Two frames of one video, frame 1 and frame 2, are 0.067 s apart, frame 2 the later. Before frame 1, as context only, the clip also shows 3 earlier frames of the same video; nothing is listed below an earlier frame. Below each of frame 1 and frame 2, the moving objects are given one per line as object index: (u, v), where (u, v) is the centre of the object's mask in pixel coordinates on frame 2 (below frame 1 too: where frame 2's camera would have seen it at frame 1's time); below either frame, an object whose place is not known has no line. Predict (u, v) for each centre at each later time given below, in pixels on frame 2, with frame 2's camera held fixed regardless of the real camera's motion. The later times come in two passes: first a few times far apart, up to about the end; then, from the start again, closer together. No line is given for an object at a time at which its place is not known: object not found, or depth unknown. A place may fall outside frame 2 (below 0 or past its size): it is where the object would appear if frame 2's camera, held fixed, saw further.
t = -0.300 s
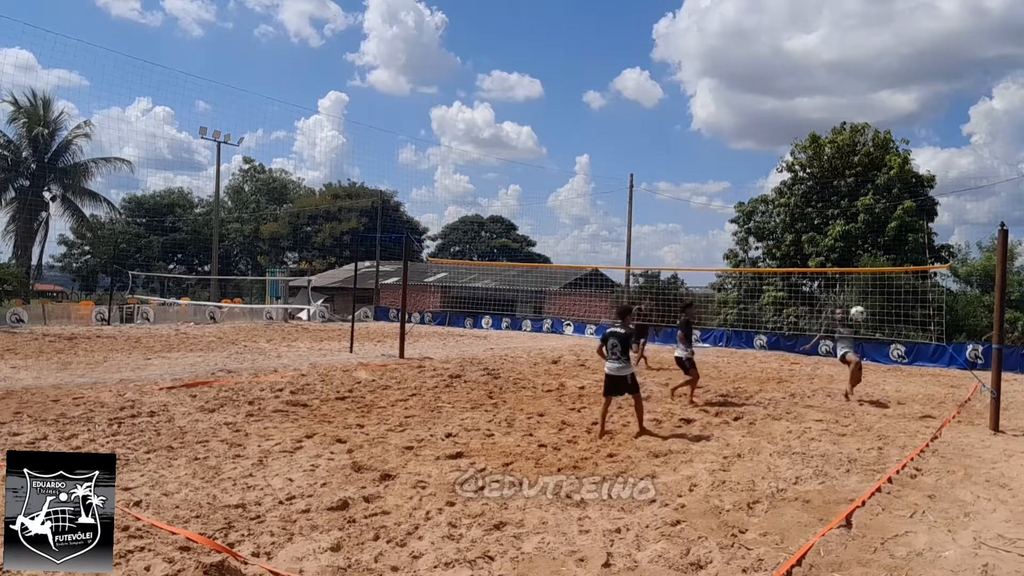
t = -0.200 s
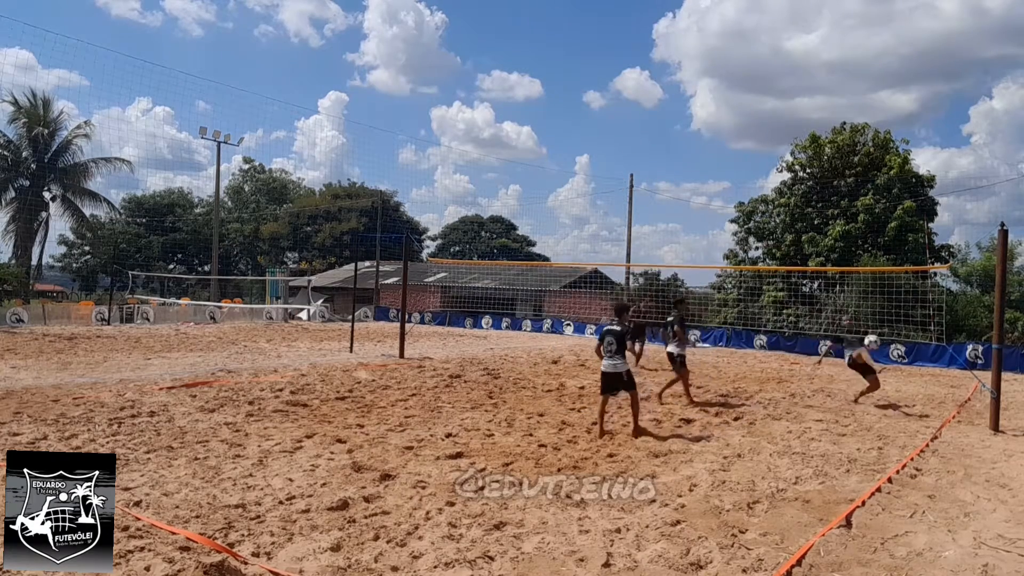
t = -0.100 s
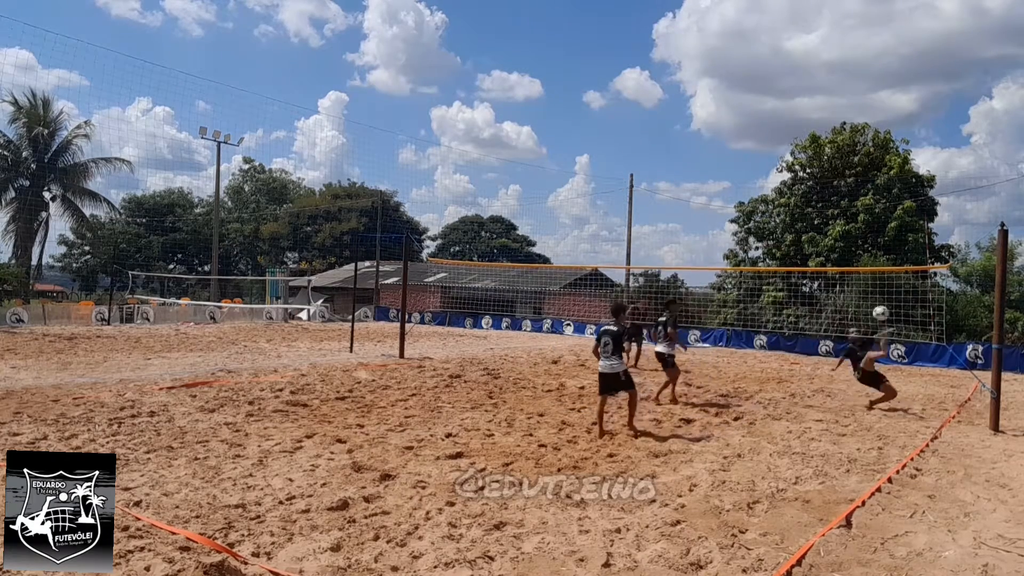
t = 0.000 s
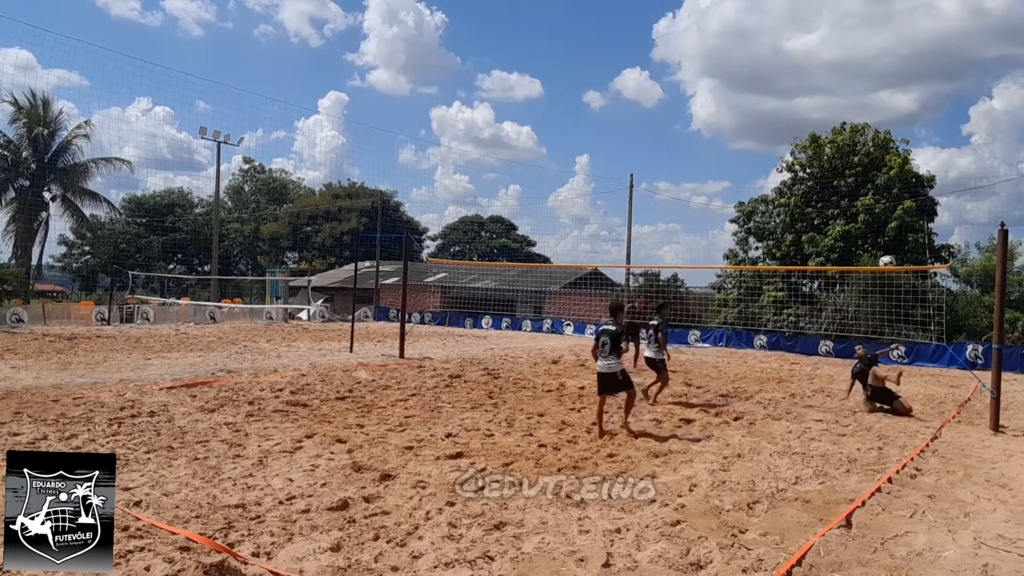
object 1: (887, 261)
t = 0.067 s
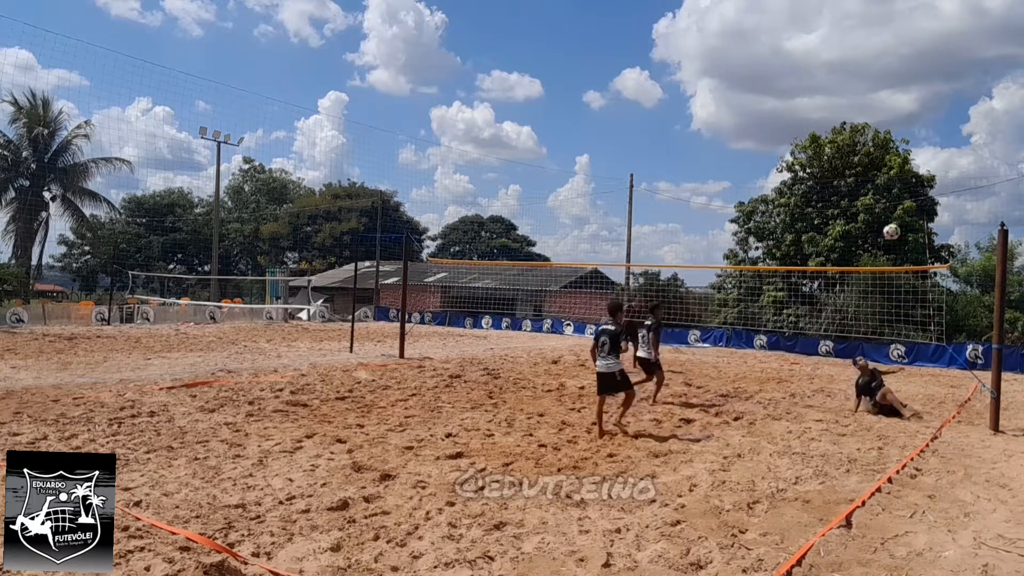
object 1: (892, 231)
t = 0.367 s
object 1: (910, 120)
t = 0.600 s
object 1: (924, 70)
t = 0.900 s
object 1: (941, 63)
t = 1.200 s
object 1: (958, 136)
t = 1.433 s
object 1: (969, 262)
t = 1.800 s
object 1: (986, 431)
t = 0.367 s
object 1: (910, 120)
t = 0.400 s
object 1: (912, 111)
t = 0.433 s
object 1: (914, 103)
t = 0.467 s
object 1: (916, 95)
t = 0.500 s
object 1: (918, 87)
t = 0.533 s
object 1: (920, 81)
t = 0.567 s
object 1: (922, 76)
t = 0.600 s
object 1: (924, 70)
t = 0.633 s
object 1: (926, 66)
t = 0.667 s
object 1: (928, 63)
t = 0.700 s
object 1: (929, 60)
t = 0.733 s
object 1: (931, 58)
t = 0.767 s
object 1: (933, 57)
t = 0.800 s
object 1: (935, 58)
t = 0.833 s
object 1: (937, 58)
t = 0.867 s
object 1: (939, 60)
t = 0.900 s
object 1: (941, 63)
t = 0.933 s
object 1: (943, 67)
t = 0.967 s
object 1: (945, 71)
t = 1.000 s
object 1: (947, 77)
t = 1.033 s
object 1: (949, 84)
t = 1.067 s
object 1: (951, 92)
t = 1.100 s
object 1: (952, 101)
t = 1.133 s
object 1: (954, 112)
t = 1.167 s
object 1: (956, 123)
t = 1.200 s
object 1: (958, 136)
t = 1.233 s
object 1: (959, 149)
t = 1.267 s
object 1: (962, 165)
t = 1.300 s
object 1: (963, 181)
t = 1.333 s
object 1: (964, 199)
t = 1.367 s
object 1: (966, 219)
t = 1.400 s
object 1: (968, 238)
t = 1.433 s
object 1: (969, 262)
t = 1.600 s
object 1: (978, 396)
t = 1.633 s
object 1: (979, 427)
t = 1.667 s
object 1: (981, 463)
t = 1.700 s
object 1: (982, 464)
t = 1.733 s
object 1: (984, 453)
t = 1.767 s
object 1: (985, 441)
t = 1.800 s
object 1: (986, 431)
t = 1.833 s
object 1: (986, 421)
